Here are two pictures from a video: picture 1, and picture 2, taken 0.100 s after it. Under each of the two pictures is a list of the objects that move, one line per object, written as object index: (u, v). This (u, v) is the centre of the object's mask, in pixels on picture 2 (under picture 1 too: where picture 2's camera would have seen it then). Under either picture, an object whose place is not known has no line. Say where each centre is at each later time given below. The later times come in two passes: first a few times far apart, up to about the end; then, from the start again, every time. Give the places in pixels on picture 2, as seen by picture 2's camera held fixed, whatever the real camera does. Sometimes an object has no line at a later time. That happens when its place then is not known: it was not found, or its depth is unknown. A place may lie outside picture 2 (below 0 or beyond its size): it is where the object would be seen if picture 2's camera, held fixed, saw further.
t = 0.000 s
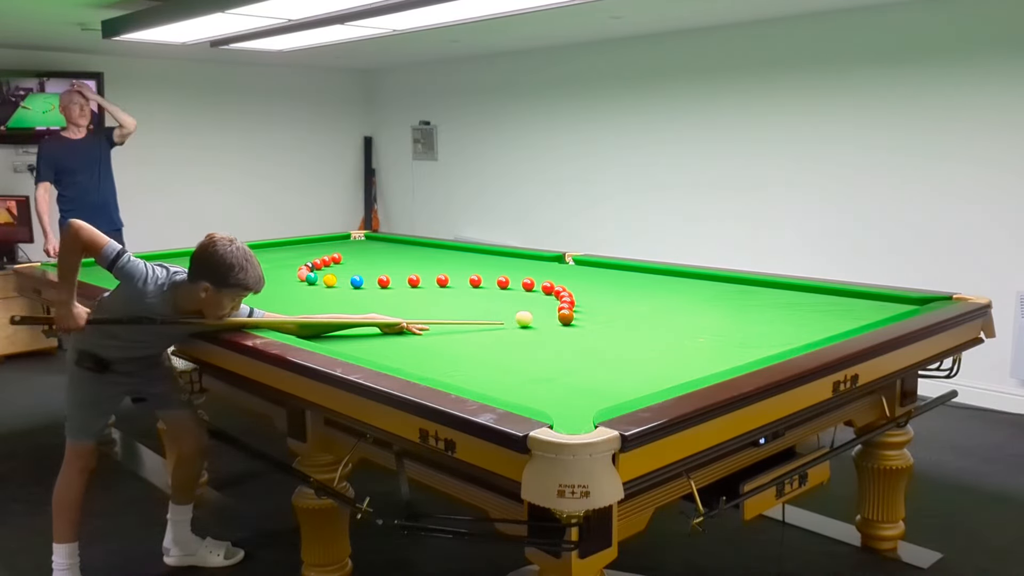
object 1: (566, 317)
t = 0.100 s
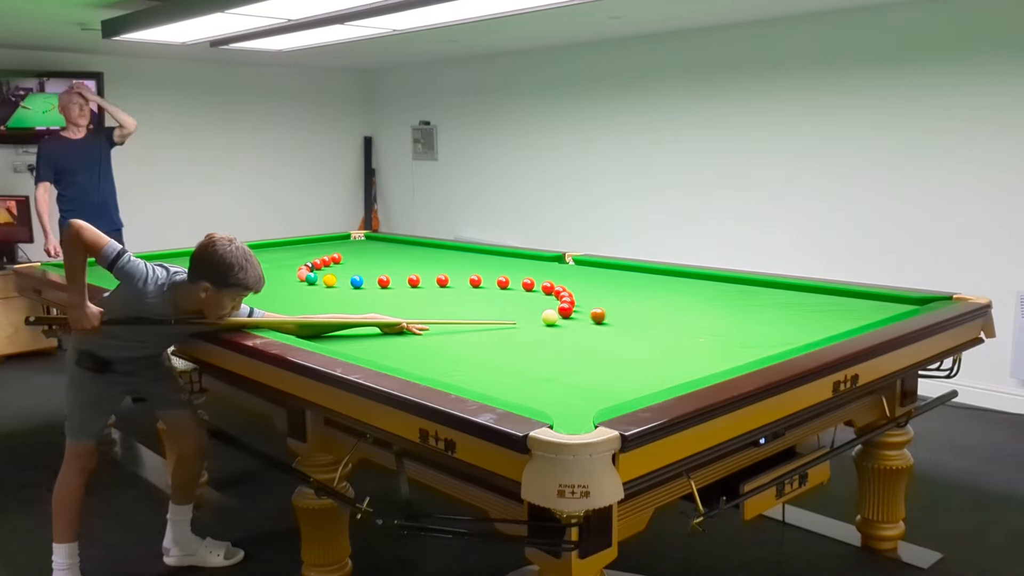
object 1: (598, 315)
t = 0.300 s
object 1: (696, 312)
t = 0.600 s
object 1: (819, 307)
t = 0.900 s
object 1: (935, 299)
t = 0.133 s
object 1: (616, 315)
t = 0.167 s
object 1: (633, 314)
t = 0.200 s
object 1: (650, 313)
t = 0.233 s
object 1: (666, 313)
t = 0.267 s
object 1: (682, 312)
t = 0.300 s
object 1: (696, 312)
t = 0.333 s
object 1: (711, 311)
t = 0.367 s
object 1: (725, 311)
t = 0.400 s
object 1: (738, 310)
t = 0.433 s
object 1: (752, 310)
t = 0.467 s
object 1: (766, 309)
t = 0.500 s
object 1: (779, 309)
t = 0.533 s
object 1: (793, 308)
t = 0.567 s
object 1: (806, 308)
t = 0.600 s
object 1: (819, 307)
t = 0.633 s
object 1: (833, 307)
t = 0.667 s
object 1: (846, 306)
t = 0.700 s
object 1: (859, 305)
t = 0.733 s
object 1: (872, 305)
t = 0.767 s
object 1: (885, 304)
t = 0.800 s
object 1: (898, 304)
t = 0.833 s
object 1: (911, 302)
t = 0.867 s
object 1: (923, 301)
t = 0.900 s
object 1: (935, 299)
